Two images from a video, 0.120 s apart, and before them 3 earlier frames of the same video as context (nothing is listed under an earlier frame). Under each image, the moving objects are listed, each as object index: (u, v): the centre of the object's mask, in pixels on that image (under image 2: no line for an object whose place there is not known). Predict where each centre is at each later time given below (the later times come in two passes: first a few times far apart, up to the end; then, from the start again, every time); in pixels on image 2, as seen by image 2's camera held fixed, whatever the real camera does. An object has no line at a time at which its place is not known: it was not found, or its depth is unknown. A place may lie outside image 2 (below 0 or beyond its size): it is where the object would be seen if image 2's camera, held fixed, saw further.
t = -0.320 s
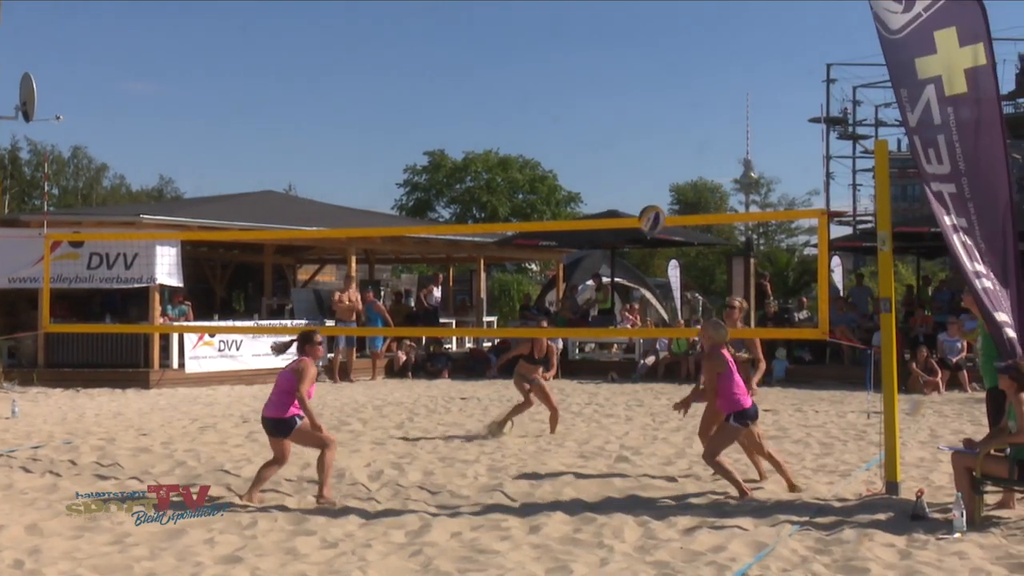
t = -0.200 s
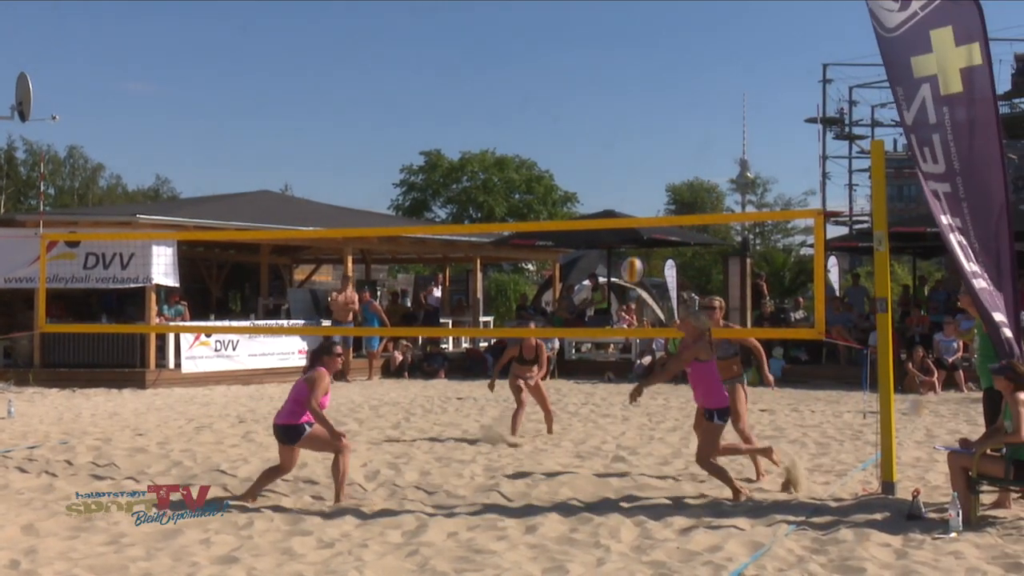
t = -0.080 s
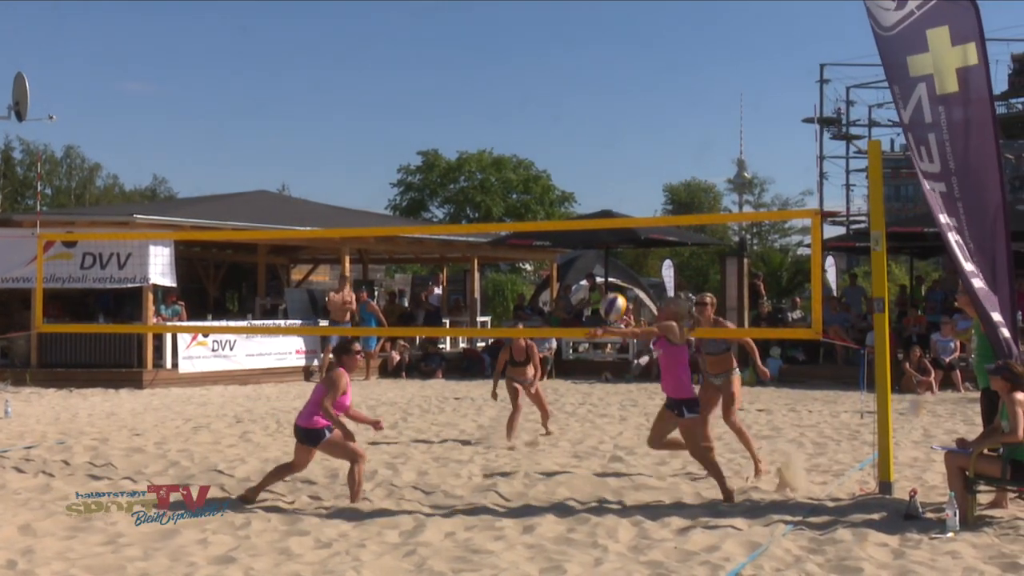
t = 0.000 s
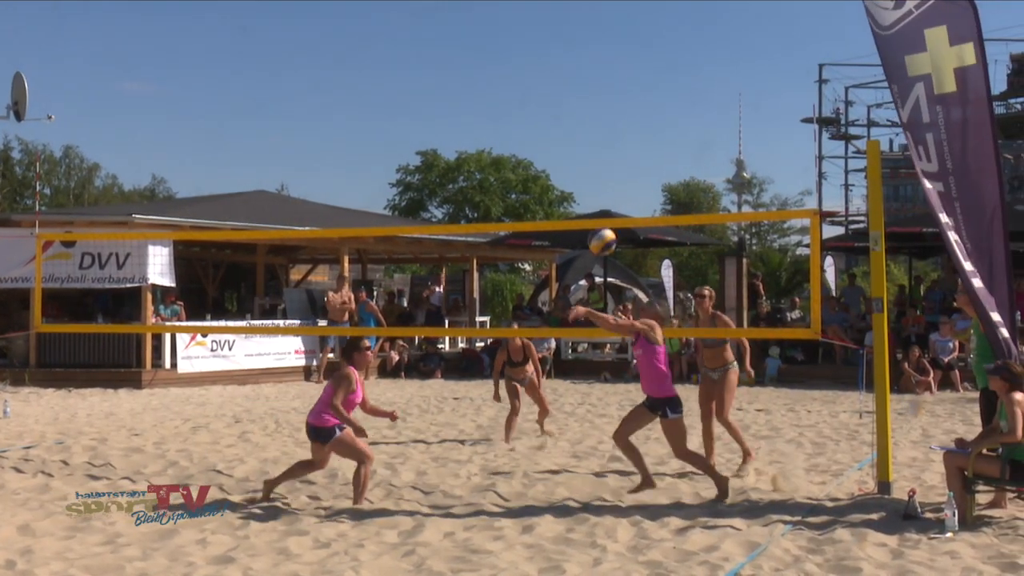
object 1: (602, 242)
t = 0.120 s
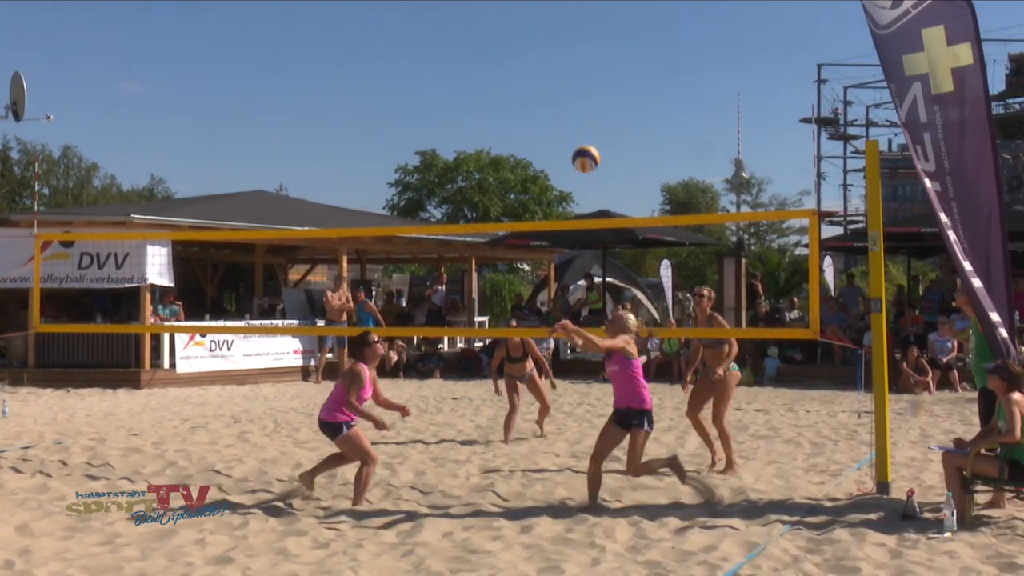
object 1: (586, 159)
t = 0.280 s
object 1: (565, 81)
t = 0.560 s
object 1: (531, 25)
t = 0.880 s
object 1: (495, 79)
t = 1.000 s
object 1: (484, 129)
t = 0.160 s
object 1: (581, 136)
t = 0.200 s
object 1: (576, 115)
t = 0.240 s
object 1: (571, 97)
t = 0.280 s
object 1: (565, 81)
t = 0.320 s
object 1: (561, 67)
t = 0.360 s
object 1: (556, 55)
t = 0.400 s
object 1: (551, 45)
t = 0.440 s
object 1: (546, 37)
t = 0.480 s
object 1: (541, 31)
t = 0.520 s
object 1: (536, 27)
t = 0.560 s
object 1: (531, 25)
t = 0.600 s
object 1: (526, 25)
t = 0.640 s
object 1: (522, 28)
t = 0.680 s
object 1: (517, 31)
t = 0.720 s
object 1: (514, 37)
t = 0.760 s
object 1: (509, 45)
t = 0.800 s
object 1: (504, 54)
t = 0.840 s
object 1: (500, 66)
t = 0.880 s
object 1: (495, 79)
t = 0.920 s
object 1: (491, 94)
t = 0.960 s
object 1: (487, 111)
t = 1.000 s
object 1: (484, 129)
